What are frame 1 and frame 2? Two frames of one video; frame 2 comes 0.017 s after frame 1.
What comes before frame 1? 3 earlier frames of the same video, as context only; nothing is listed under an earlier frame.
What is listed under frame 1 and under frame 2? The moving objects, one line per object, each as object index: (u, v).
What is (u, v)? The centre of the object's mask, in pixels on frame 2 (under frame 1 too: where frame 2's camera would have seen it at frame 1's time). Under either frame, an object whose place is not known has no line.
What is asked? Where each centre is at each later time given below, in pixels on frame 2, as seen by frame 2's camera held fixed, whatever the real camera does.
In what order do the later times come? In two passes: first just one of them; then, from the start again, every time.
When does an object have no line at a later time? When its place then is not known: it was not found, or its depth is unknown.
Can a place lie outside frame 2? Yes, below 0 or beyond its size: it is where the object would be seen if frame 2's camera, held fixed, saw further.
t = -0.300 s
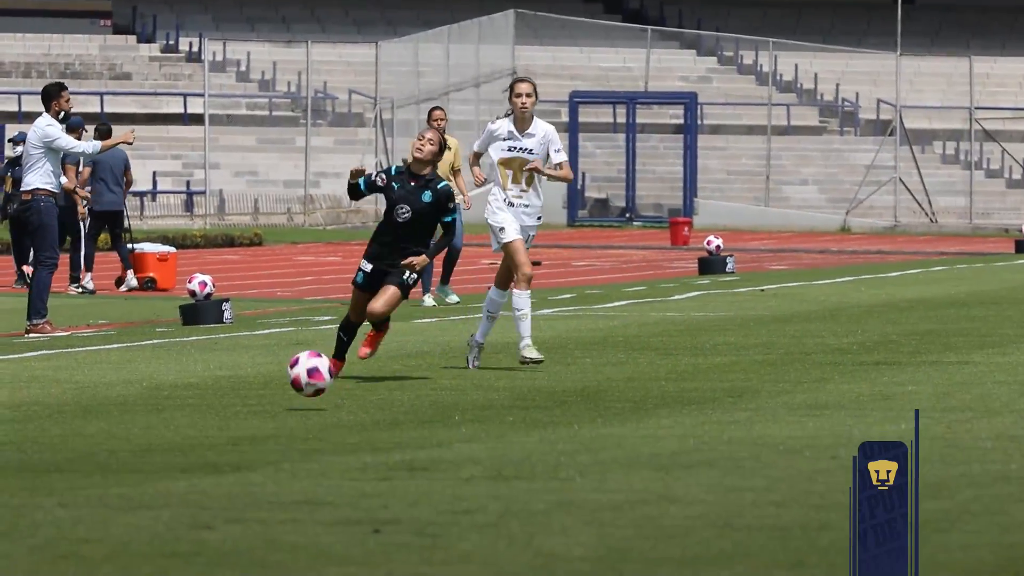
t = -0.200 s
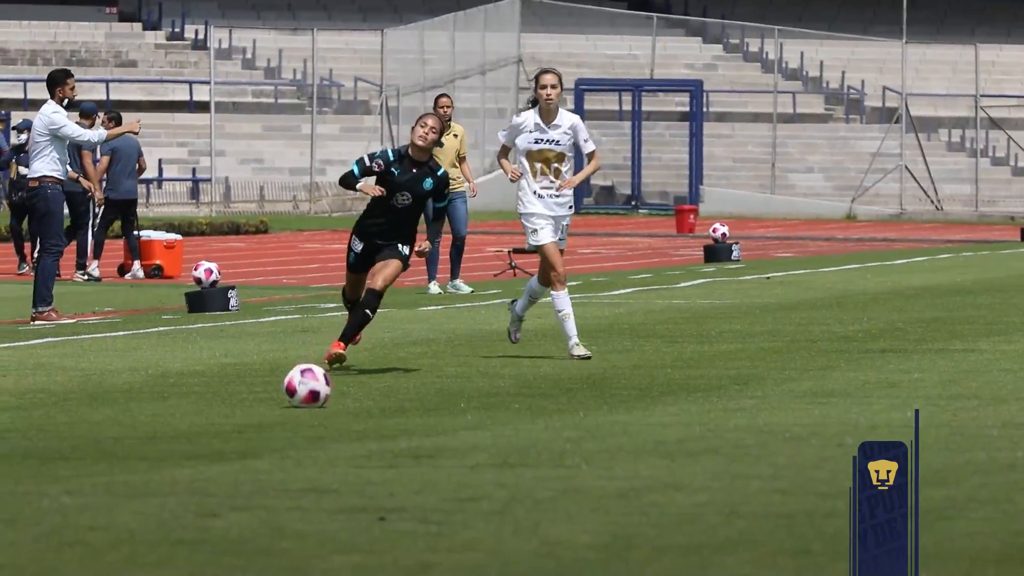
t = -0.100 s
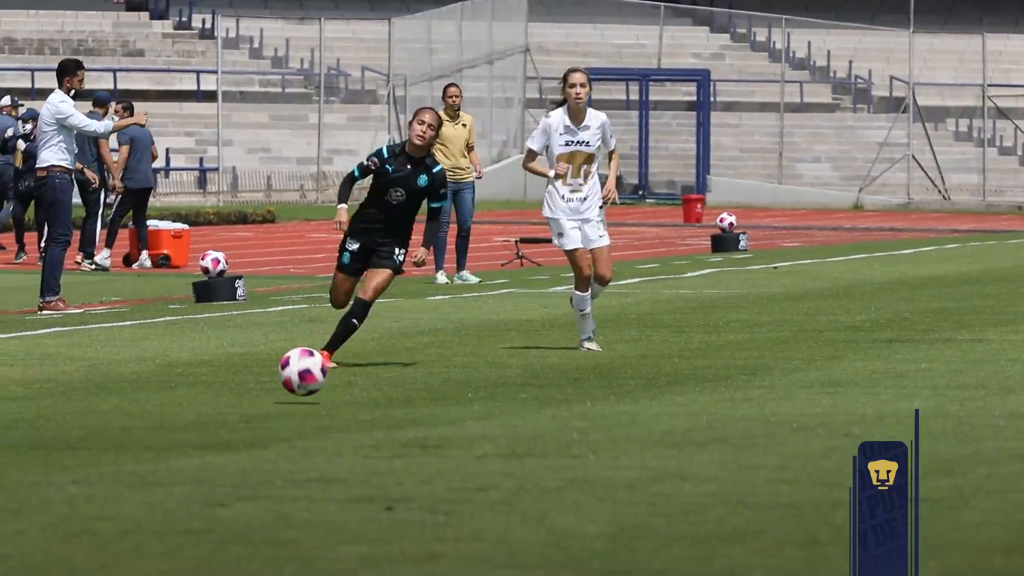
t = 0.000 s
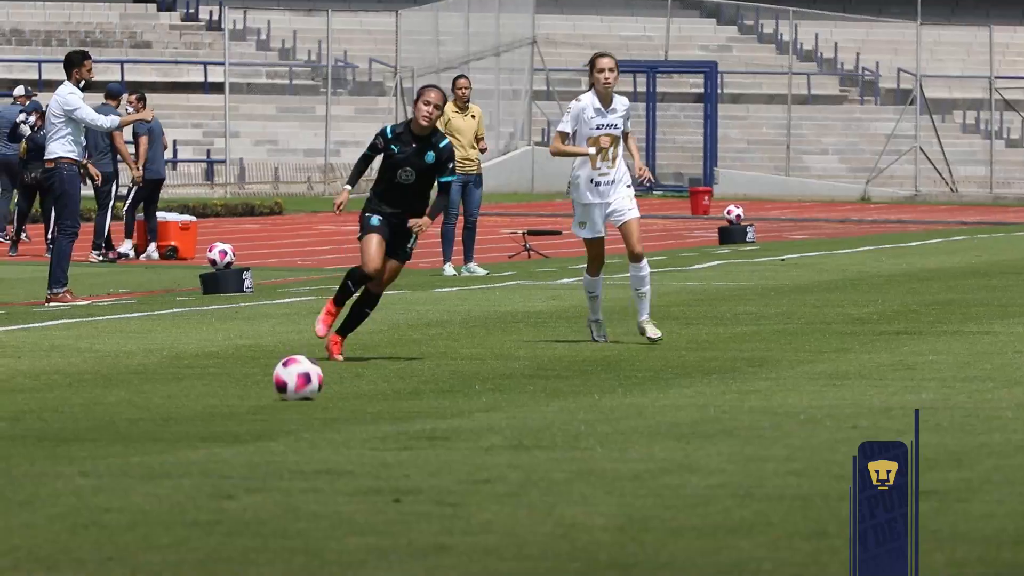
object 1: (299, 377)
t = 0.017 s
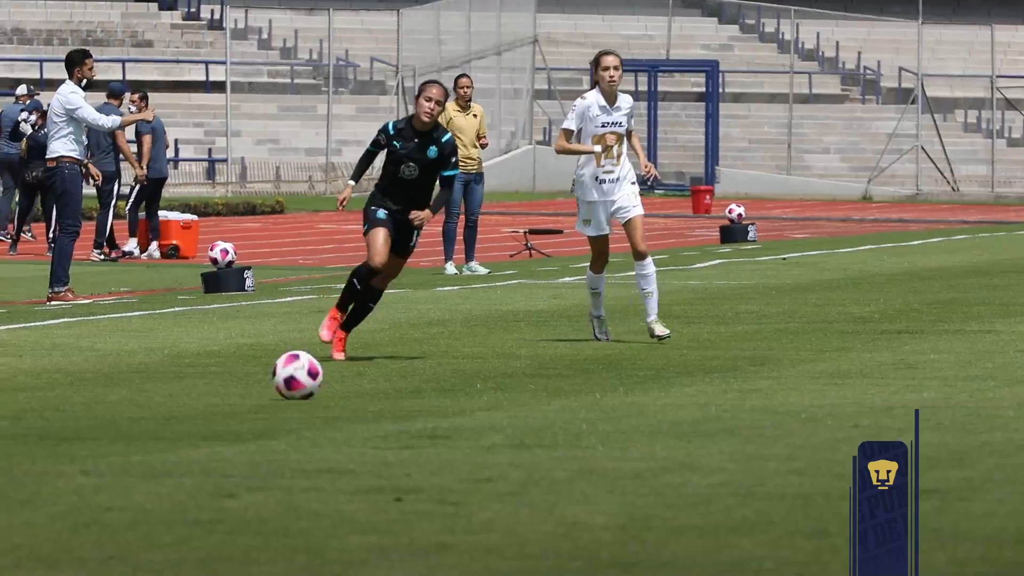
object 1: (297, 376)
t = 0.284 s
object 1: (263, 384)
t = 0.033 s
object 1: (295, 371)
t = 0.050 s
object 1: (293, 367)
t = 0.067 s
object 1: (291, 363)
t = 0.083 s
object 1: (289, 361)
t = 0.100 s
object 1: (287, 359)
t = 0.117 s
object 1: (285, 358)
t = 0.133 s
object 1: (283, 357)
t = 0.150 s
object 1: (282, 356)
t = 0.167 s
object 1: (279, 358)
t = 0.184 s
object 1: (276, 359)
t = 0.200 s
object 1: (275, 362)
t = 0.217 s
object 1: (272, 364)
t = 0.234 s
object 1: (270, 367)
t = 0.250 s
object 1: (267, 372)
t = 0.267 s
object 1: (265, 378)
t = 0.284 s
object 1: (263, 384)
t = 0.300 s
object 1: (260, 389)
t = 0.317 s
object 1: (258, 391)
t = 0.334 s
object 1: (256, 387)
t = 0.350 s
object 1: (254, 382)
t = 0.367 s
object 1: (252, 377)
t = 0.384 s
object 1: (251, 373)
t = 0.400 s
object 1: (248, 369)
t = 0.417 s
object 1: (247, 365)
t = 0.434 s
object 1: (244, 364)
